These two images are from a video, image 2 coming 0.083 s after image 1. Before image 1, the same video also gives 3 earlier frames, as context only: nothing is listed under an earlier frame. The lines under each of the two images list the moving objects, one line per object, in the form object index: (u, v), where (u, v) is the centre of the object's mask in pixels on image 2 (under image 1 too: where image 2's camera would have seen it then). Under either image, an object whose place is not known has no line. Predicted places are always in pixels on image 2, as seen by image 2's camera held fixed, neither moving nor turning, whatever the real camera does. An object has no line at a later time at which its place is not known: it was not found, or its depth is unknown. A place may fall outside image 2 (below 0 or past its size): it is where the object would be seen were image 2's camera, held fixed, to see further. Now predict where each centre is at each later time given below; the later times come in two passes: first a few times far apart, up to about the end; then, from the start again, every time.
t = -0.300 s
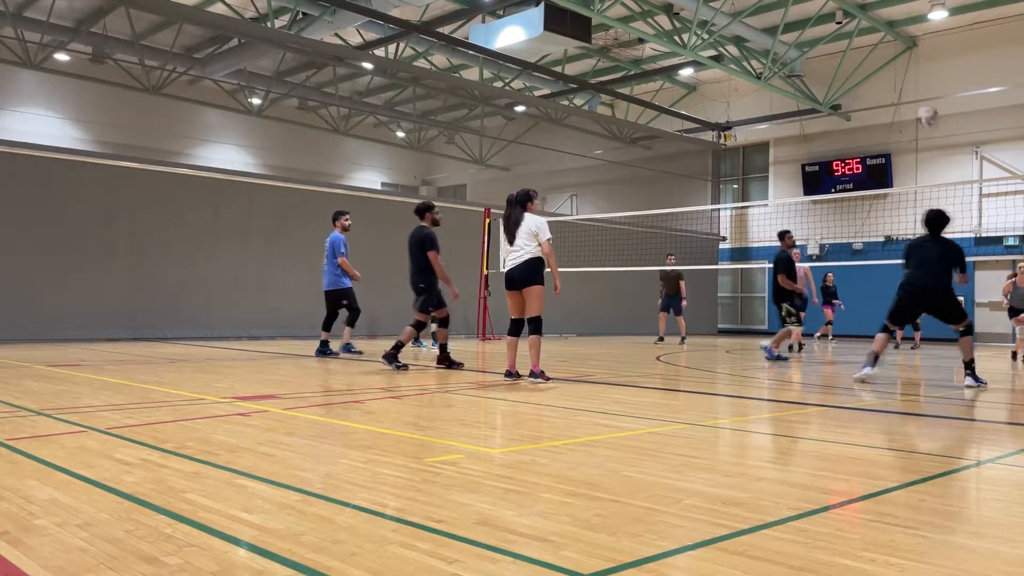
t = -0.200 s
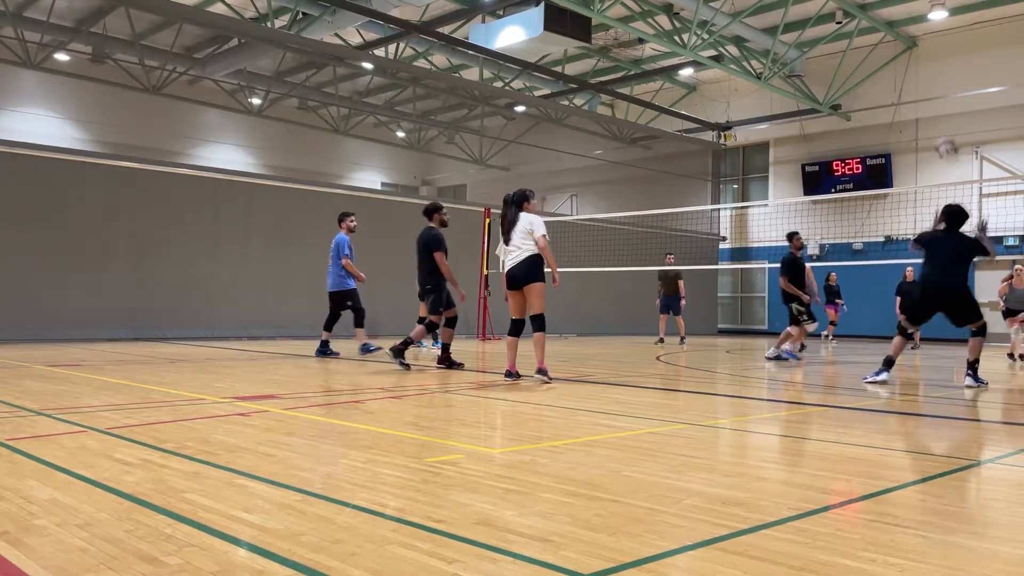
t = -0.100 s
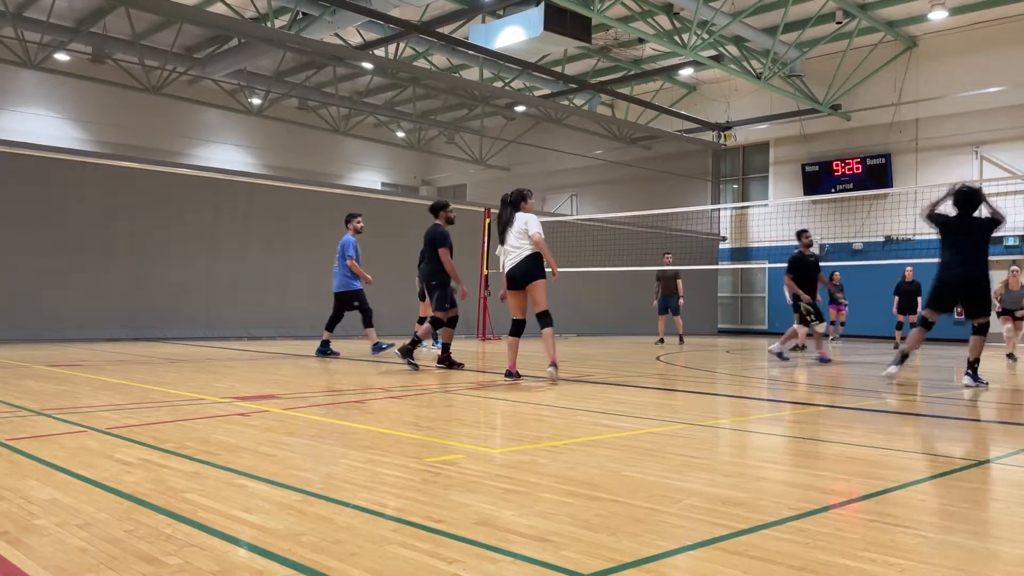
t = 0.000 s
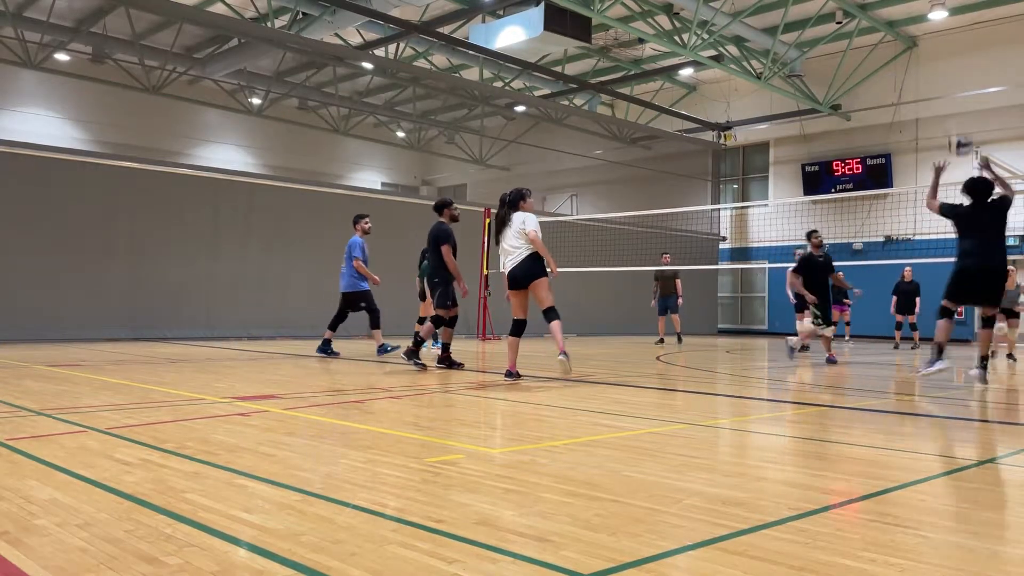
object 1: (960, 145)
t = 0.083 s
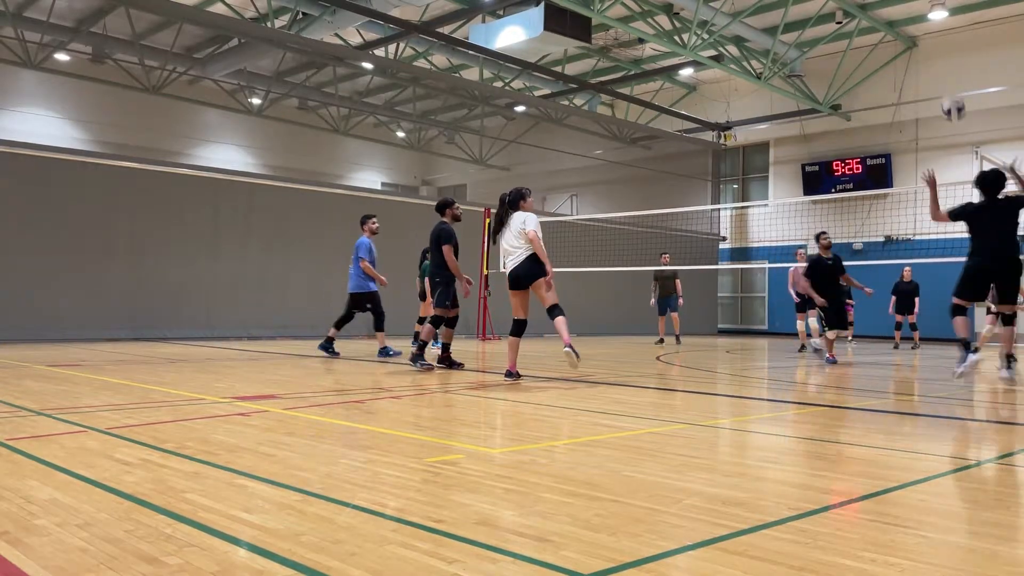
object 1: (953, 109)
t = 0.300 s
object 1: (937, 55)
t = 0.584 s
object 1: (916, 55)
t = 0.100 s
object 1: (952, 104)
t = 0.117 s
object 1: (951, 97)
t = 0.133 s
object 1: (950, 92)
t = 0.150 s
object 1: (949, 87)
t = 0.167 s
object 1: (947, 82)
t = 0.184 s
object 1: (946, 78)
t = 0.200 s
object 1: (945, 73)
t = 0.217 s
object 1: (943, 69)
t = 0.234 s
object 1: (942, 66)
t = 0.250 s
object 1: (940, 63)
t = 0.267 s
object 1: (939, 60)
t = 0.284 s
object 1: (938, 58)
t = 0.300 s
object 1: (937, 55)
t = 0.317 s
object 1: (935, 53)
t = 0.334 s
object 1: (933, 51)
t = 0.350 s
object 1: (932, 50)
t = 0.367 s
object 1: (931, 49)
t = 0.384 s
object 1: (930, 48)
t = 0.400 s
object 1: (929, 47)
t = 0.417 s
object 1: (928, 46)
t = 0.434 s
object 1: (927, 46)
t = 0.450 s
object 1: (925, 46)
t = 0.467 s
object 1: (924, 46)
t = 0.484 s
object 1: (923, 47)
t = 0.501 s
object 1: (923, 48)
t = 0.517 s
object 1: (922, 49)
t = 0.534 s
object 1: (921, 50)
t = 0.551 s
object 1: (918, 52)
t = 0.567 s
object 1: (917, 54)
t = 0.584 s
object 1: (916, 55)
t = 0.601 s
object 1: (915, 58)
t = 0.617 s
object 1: (914, 60)
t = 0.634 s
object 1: (913, 63)
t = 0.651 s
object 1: (911, 66)
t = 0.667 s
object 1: (910, 70)
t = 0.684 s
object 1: (909, 74)
